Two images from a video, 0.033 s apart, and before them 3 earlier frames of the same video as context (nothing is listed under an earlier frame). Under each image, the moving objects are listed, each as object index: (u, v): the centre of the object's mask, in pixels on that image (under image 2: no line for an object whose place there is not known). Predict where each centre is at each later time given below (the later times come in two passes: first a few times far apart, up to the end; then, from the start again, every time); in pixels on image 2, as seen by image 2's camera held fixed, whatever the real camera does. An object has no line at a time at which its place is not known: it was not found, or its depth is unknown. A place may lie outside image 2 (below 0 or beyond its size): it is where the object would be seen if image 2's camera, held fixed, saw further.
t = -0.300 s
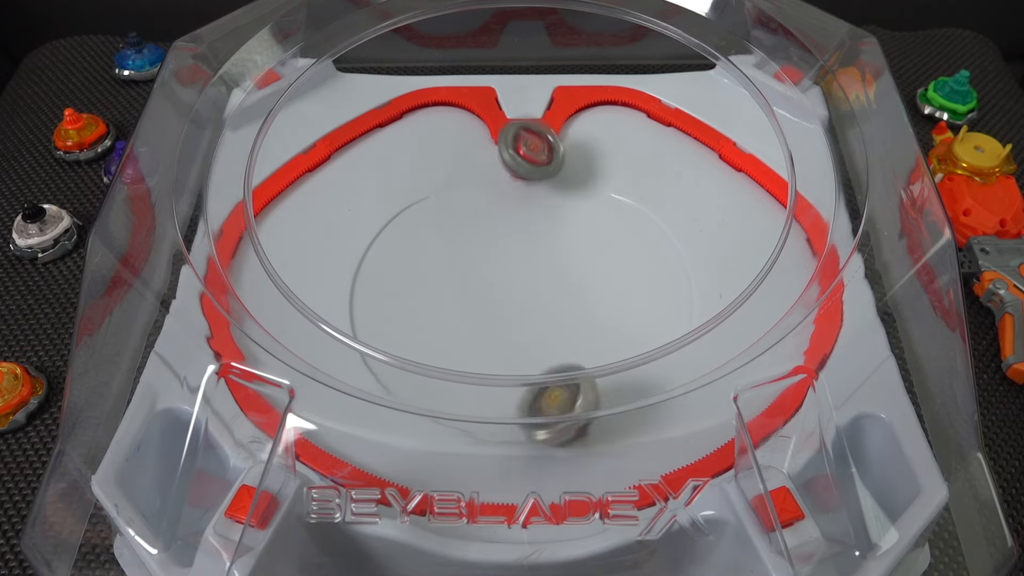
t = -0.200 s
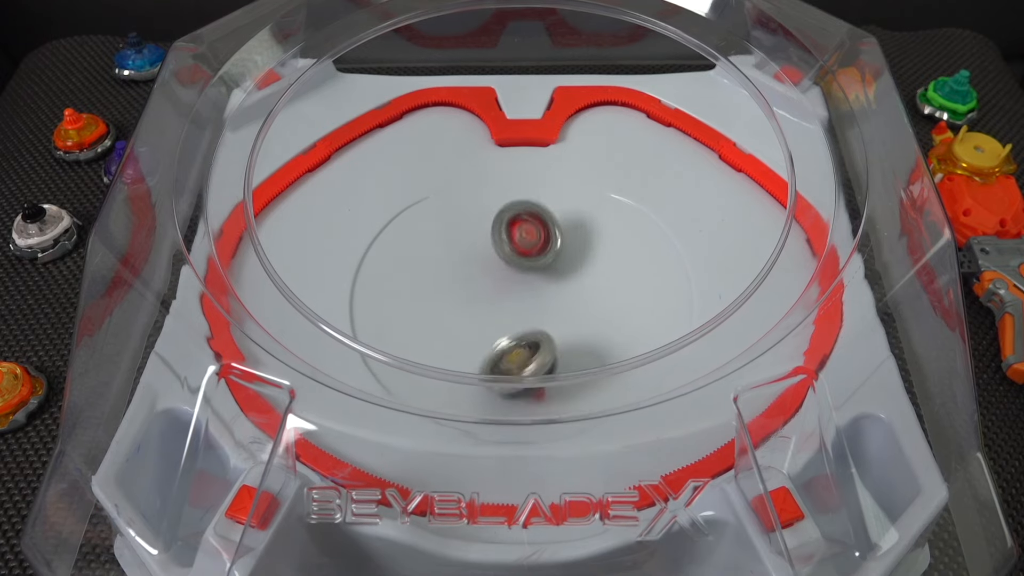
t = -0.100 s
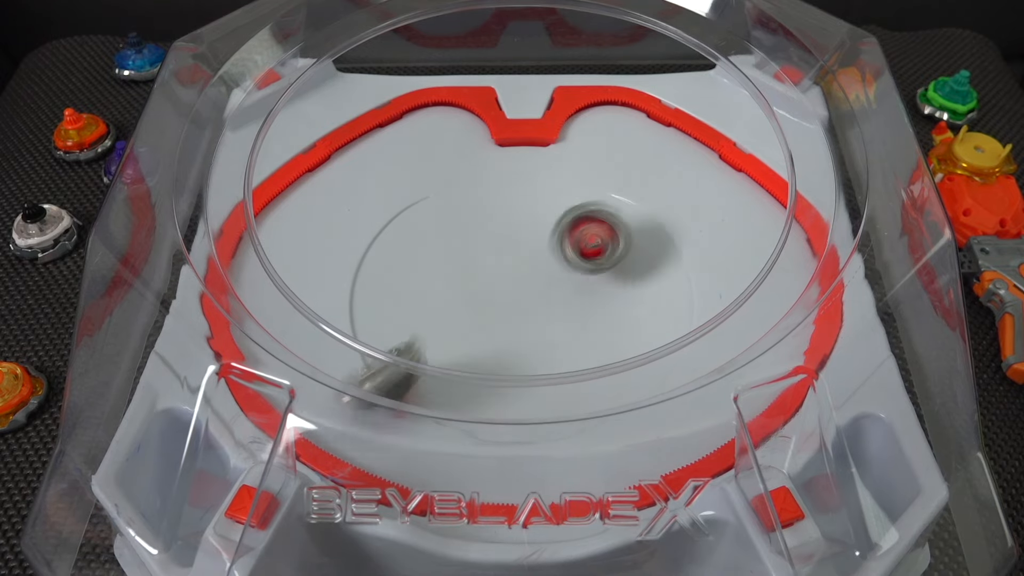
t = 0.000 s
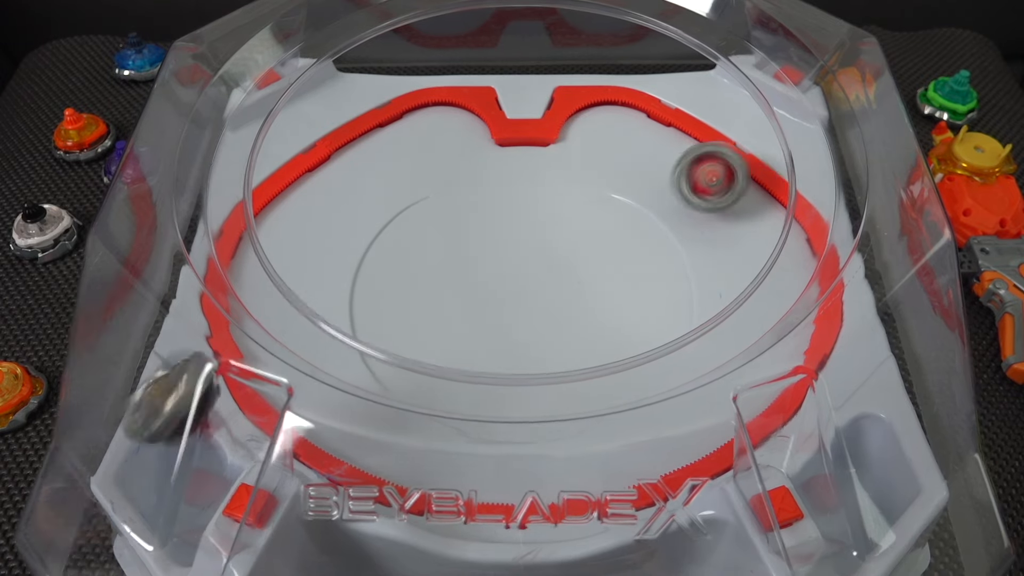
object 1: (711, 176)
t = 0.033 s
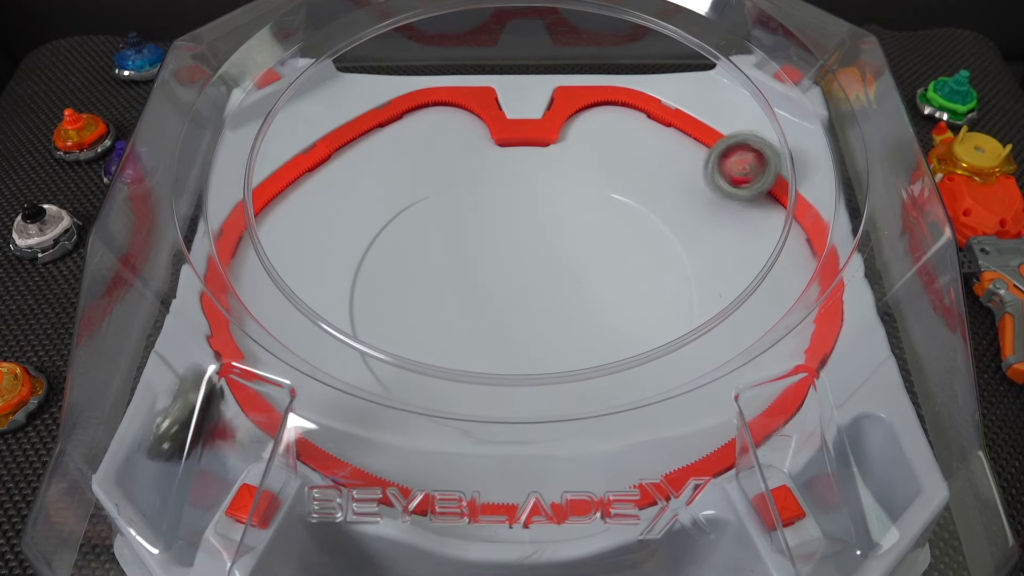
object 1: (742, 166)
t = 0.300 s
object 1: (675, 260)
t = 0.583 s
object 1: (563, 346)
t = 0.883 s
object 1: (427, 331)
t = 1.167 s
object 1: (416, 240)
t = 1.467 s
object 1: (523, 205)
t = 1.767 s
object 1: (614, 266)
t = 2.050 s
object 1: (572, 353)
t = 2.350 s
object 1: (440, 344)
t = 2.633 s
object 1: (430, 254)
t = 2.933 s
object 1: (535, 217)
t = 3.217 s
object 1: (618, 277)
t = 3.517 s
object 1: (559, 358)
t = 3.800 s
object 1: (437, 335)
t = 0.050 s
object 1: (748, 164)
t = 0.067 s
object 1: (744, 170)
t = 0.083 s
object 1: (739, 179)
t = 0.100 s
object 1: (733, 188)
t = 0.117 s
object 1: (728, 192)
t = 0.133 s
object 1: (722, 199)
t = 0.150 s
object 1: (716, 208)
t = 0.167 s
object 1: (711, 214)
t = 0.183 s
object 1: (706, 218)
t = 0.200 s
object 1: (700, 224)
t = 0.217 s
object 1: (695, 233)
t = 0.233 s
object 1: (690, 238)
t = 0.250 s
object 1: (686, 243)
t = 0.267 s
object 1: (682, 251)
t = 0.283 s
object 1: (678, 255)
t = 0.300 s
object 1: (675, 260)
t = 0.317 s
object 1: (670, 268)
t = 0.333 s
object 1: (665, 275)
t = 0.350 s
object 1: (660, 283)
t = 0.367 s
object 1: (654, 287)
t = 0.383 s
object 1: (649, 292)
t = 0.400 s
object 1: (643, 299)
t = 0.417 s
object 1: (636, 304)
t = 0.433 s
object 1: (630, 309)
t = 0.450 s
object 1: (623, 314)
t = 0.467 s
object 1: (616, 320)
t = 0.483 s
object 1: (609, 324)
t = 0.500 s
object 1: (602, 329)
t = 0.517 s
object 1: (594, 333)
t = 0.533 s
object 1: (587, 337)
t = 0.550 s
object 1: (579, 340)
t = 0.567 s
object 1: (571, 344)
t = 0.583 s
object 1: (563, 346)
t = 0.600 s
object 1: (556, 348)
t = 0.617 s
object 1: (548, 351)
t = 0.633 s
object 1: (540, 352)
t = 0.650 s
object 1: (532, 353)
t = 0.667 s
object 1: (524, 354)
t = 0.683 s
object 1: (515, 355)
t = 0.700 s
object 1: (507, 355)
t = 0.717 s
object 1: (499, 355)
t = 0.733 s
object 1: (491, 354)
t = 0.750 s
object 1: (483, 353)
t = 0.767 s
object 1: (475, 351)
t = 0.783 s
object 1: (467, 349)
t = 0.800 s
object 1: (460, 347)
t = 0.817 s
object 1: (452, 345)
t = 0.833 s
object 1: (446, 342)
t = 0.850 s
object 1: (439, 339)
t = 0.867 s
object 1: (433, 336)
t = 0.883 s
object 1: (427, 331)
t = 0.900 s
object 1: (421, 327)
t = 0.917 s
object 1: (417, 323)
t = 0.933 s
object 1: (412, 317)
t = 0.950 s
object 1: (409, 312)
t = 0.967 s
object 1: (406, 306)
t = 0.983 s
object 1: (404, 301)
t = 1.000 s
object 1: (402, 295)
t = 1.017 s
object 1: (401, 289)
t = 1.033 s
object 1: (400, 283)
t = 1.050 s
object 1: (400, 277)
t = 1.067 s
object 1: (401, 271)
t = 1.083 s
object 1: (402, 266)
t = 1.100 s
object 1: (404, 260)
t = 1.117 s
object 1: (406, 255)
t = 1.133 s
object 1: (409, 250)
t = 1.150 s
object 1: (412, 245)
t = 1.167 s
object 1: (416, 240)
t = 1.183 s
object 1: (420, 236)
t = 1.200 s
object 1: (424, 232)
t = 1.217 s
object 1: (429, 228)
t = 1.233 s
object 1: (434, 225)
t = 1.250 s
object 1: (439, 221)
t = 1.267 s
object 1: (445, 218)
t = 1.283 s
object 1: (451, 216)
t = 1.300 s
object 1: (456, 214)
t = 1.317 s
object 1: (463, 212)
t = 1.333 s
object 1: (469, 210)
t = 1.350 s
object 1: (475, 208)
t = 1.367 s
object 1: (482, 207)
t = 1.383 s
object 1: (489, 206)
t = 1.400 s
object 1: (496, 205)
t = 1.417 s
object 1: (502, 205)
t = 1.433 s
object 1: (509, 204)
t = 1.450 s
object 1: (516, 204)
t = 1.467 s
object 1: (523, 205)
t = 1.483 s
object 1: (530, 206)
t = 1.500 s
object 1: (537, 207)
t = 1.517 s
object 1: (543, 209)
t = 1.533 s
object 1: (550, 210)
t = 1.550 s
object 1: (556, 213)
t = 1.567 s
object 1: (562, 215)
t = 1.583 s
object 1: (568, 218)
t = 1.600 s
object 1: (574, 221)
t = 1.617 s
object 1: (579, 224)
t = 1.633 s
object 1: (584, 228)
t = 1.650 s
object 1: (590, 231)
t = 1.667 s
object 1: (594, 236)
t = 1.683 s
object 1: (599, 240)
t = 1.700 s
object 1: (603, 246)
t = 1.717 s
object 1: (606, 250)
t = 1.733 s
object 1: (609, 256)
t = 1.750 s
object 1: (612, 261)
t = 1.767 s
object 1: (614, 266)
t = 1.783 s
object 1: (615, 272)
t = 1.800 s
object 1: (617, 278)
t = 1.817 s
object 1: (618, 284)
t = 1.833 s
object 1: (618, 290)
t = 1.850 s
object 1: (618, 296)
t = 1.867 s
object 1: (617, 302)
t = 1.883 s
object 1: (616, 308)
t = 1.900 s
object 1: (615, 314)
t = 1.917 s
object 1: (612, 320)
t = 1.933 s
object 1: (609, 325)
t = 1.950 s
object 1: (605, 331)
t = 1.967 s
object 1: (601, 335)
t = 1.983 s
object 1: (596, 340)
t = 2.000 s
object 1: (590, 343)
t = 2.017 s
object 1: (585, 347)
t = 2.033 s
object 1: (579, 350)
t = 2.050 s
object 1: (572, 353)
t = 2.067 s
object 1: (566, 355)
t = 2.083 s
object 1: (559, 357)
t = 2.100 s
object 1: (553, 366)
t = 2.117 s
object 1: (545, 368)
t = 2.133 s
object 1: (536, 370)
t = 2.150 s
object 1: (528, 371)
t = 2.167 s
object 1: (519, 372)
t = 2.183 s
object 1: (511, 371)
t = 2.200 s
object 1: (503, 371)
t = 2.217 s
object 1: (494, 370)
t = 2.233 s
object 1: (486, 369)
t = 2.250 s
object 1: (478, 367)
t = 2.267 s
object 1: (472, 357)
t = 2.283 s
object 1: (465, 356)
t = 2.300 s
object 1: (458, 353)
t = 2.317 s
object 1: (452, 350)
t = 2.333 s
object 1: (446, 347)
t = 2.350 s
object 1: (440, 344)
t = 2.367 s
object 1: (435, 340)
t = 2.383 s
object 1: (431, 336)
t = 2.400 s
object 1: (426, 332)
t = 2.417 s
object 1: (422, 327)
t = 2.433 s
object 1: (420, 321)
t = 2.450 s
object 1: (418, 315)
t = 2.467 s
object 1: (416, 309)
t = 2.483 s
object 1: (415, 303)
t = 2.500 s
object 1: (415, 297)
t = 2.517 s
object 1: (415, 292)
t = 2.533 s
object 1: (416, 285)
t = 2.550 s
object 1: (417, 280)
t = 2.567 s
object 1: (418, 274)
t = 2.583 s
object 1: (421, 269)
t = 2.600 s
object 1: (423, 263)
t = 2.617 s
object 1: (426, 258)
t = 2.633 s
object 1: (430, 254)
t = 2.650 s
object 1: (433, 249)
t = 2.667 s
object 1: (438, 245)
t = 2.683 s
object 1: (442, 241)
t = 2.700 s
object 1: (447, 237)
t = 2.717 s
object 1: (452, 233)
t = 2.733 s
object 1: (457, 230)
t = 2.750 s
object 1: (463, 228)
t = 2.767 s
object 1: (469, 225)
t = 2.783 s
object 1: (475, 223)
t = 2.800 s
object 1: (481, 221)
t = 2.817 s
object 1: (487, 219)
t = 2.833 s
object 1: (494, 218)
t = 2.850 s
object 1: (501, 217)
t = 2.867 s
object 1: (508, 216)
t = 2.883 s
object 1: (514, 216)
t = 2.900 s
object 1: (521, 216)
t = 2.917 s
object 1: (528, 217)
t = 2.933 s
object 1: (535, 217)
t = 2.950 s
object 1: (542, 219)
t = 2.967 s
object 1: (548, 220)
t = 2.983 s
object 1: (555, 222)
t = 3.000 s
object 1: (561, 224)
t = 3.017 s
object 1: (568, 226)
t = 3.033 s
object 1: (573, 228)
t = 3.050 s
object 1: (579, 231)
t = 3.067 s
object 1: (585, 235)
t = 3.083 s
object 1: (591, 239)
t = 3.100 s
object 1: (595, 243)
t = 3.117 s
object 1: (600, 247)
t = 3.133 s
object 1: (605, 252)
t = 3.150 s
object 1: (608, 257)
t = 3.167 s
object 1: (611, 262)
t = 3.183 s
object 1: (614, 267)
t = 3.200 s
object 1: (616, 272)
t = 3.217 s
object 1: (618, 277)
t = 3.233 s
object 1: (620, 283)
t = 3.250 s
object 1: (620, 289)
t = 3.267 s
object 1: (621, 294)
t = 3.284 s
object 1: (620, 300)
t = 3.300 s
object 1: (620, 306)
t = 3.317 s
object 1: (619, 312)
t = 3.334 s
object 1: (617, 318)
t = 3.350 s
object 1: (614, 323)
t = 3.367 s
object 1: (611, 329)
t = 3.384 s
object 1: (607, 334)
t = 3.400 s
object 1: (602, 338)
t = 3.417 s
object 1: (597, 342)
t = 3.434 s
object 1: (592, 345)
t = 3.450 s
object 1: (586, 348)
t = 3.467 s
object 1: (580, 351)
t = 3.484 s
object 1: (573, 354)
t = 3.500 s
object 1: (567, 356)
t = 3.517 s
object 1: (559, 358)
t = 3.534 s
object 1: (553, 366)
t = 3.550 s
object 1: (543, 361)
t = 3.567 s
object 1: (536, 370)
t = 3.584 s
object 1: (527, 371)
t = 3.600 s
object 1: (519, 371)
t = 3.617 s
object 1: (511, 371)
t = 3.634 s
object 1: (502, 369)
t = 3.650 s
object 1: (494, 368)
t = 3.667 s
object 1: (486, 366)
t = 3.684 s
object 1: (479, 357)
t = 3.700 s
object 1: (472, 356)
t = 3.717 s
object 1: (465, 353)
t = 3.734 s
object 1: (459, 350)
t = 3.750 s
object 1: (453, 347)
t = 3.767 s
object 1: (447, 343)
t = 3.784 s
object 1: (442, 339)
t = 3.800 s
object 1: (437, 335)
